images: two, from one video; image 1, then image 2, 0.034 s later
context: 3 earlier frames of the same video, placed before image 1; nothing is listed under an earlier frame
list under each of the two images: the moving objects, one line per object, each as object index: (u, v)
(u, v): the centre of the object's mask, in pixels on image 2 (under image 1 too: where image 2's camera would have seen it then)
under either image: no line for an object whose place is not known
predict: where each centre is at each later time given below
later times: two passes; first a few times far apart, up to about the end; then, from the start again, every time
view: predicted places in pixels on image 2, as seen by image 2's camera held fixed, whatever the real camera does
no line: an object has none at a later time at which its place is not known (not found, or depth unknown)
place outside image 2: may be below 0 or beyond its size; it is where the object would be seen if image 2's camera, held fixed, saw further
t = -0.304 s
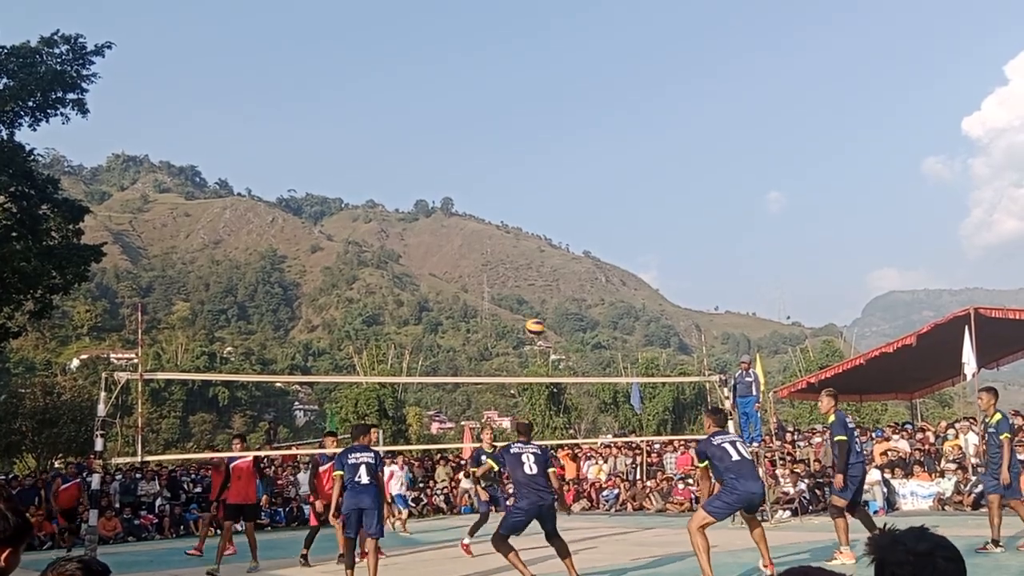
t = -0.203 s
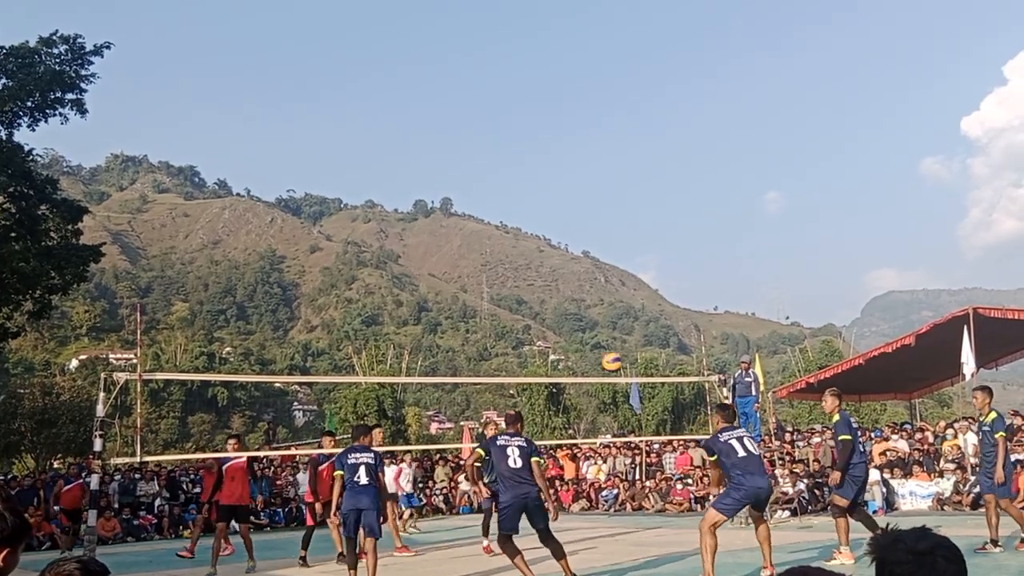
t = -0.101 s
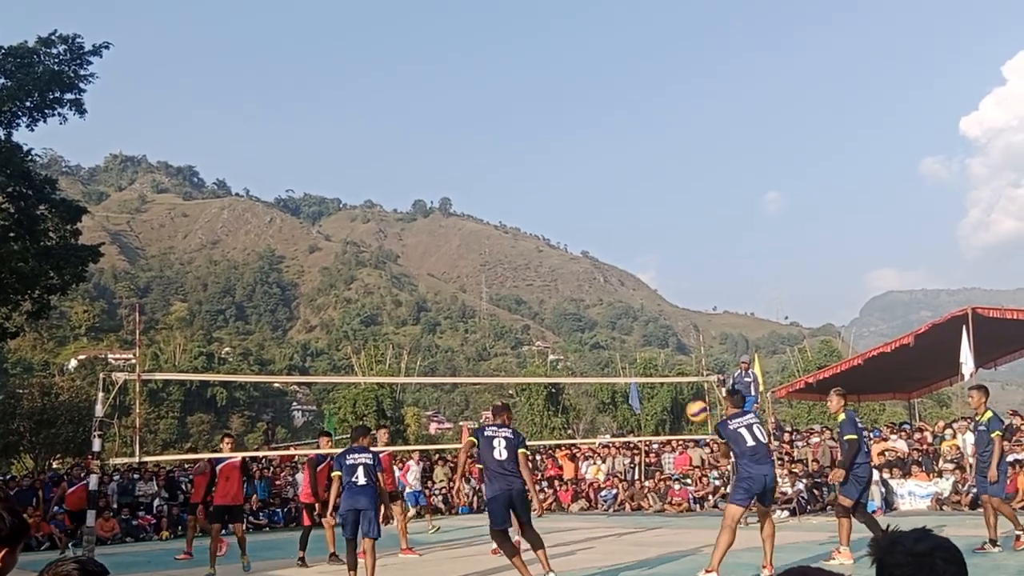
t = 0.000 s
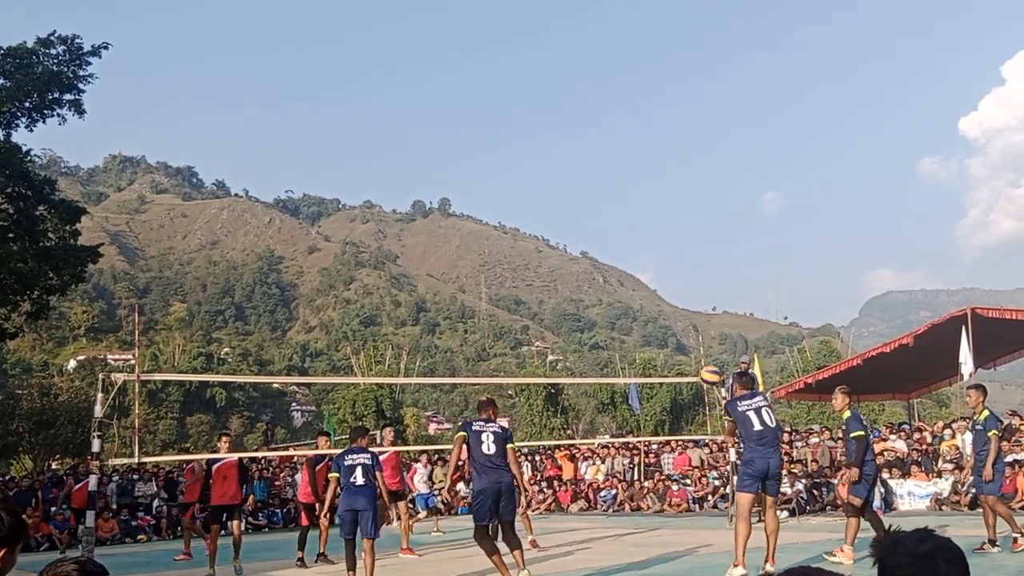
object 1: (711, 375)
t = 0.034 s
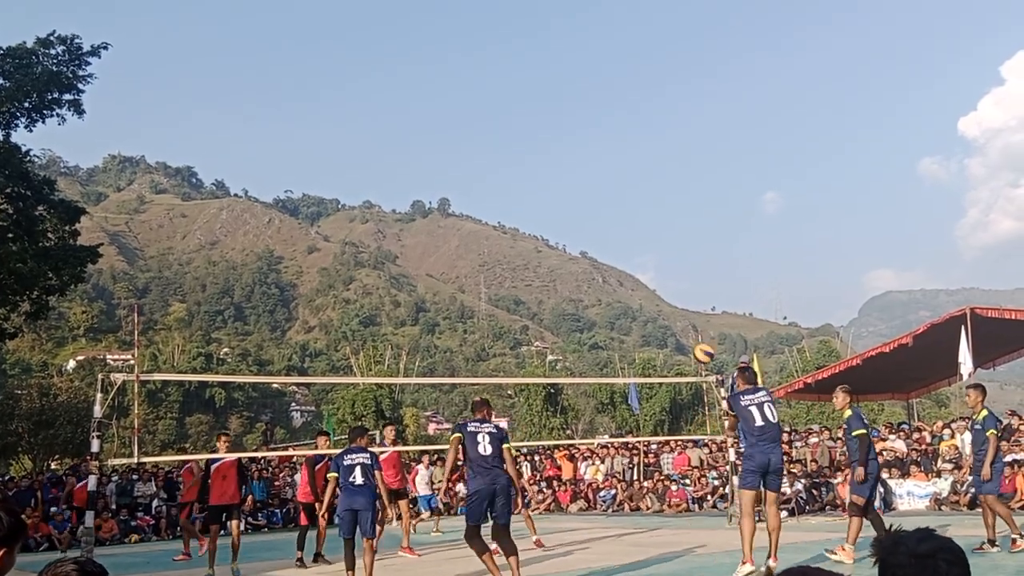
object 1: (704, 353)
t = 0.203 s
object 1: (676, 266)
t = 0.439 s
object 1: (651, 196)
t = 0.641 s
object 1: (633, 179)
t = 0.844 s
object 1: (621, 194)
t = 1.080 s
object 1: (609, 248)
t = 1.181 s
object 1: (606, 282)
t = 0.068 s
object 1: (698, 333)
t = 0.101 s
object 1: (692, 314)
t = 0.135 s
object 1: (686, 297)
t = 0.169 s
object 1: (681, 281)
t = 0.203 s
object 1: (676, 266)
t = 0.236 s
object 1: (672, 252)
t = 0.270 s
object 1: (668, 239)
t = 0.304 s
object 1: (665, 228)
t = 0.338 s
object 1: (661, 219)
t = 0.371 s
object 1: (658, 210)
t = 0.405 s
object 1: (654, 203)
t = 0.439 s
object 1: (651, 196)
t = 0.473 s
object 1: (648, 191)
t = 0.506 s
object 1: (644, 187)
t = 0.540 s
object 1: (641, 183)
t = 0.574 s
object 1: (639, 181)
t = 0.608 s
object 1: (637, 180)
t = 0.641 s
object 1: (633, 179)
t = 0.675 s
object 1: (631, 179)
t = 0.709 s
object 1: (629, 180)
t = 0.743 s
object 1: (627, 182)
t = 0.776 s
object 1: (624, 185)
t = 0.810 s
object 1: (623, 189)
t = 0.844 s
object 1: (621, 194)
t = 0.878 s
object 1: (619, 199)
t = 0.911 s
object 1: (617, 206)
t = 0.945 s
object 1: (615, 212)
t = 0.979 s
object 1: (613, 220)
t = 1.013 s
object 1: (612, 229)
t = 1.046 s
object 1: (610, 238)
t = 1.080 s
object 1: (609, 248)
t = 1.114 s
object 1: (608, 259)
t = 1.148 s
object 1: (606, 270)
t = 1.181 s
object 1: (606, 282)
